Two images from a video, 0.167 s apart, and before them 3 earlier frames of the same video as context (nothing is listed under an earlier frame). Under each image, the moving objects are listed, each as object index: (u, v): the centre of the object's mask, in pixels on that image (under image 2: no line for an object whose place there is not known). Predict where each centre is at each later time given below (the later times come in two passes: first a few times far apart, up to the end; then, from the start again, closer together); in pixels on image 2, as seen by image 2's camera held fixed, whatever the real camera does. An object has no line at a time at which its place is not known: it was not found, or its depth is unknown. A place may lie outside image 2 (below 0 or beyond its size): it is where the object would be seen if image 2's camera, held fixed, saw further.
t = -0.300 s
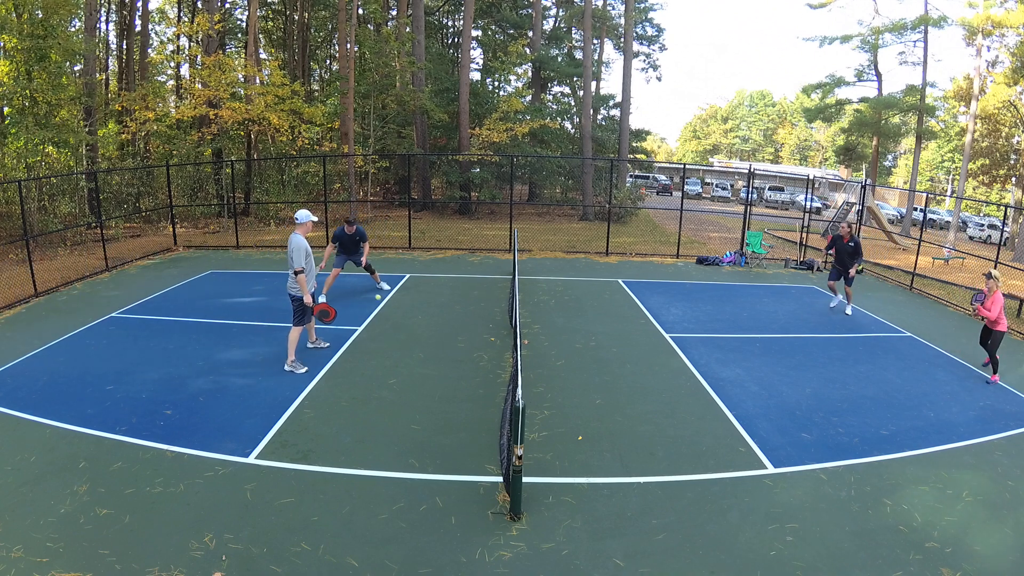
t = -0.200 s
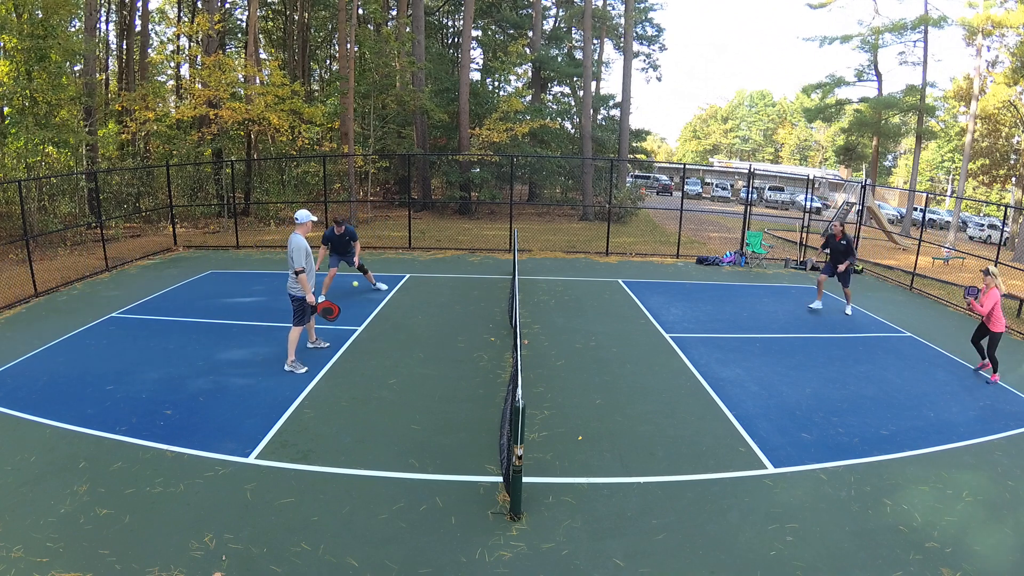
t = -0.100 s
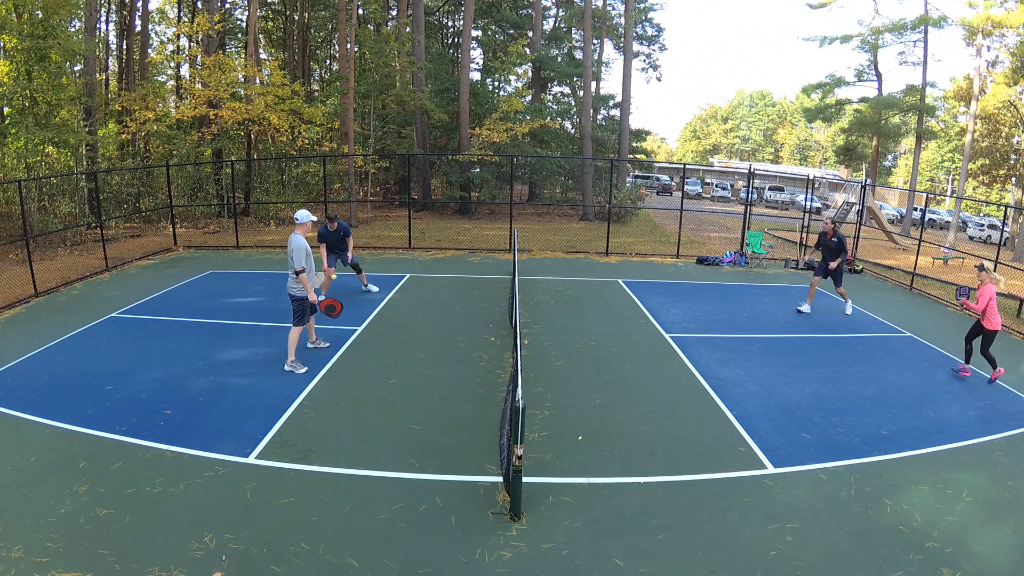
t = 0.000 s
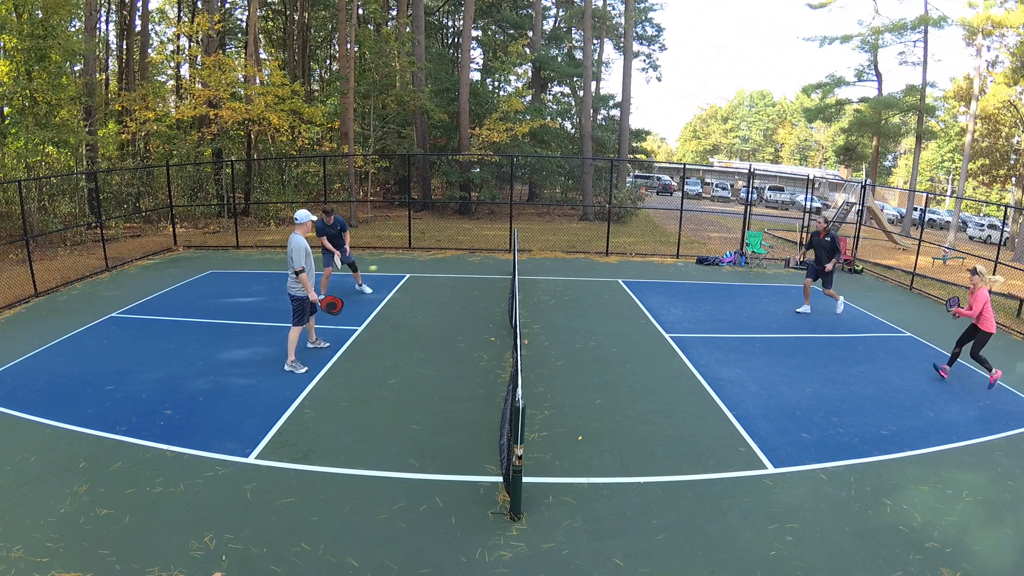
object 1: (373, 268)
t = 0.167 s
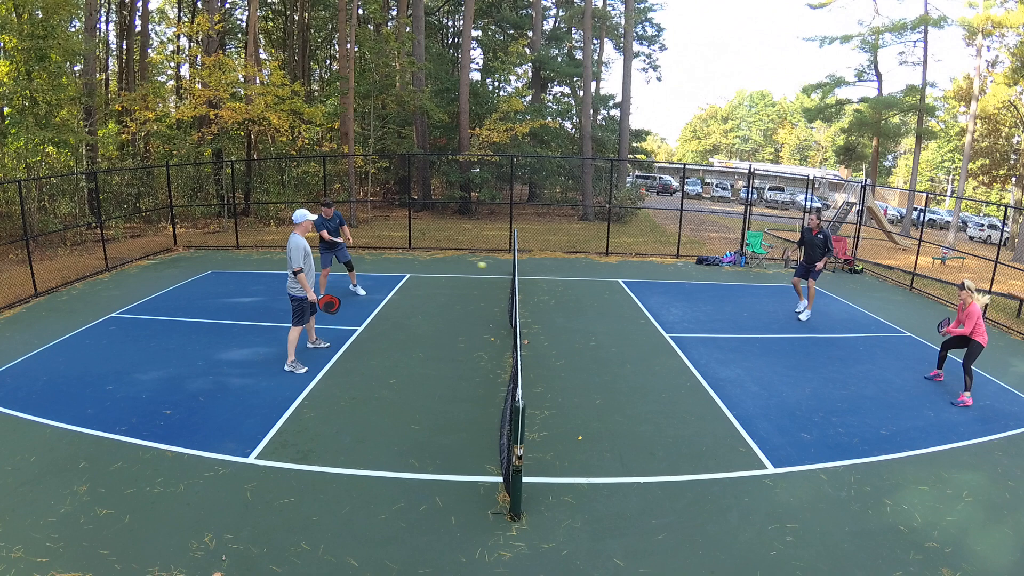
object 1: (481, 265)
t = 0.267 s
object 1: (550, 274)
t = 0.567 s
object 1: (746, 348)
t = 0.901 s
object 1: (876, 340)
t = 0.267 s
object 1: (550, 274)
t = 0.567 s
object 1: (746, 348)
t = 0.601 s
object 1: (764, 359)
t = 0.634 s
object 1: (778, 354)
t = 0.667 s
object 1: (791, 349)
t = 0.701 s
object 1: (804, 345)
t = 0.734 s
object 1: (817, 342)
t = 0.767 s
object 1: (830, 340)
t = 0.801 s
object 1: (842, 339)
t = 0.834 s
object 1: (854, 339)
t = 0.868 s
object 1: (865, 339)
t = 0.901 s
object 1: (876, 340)
